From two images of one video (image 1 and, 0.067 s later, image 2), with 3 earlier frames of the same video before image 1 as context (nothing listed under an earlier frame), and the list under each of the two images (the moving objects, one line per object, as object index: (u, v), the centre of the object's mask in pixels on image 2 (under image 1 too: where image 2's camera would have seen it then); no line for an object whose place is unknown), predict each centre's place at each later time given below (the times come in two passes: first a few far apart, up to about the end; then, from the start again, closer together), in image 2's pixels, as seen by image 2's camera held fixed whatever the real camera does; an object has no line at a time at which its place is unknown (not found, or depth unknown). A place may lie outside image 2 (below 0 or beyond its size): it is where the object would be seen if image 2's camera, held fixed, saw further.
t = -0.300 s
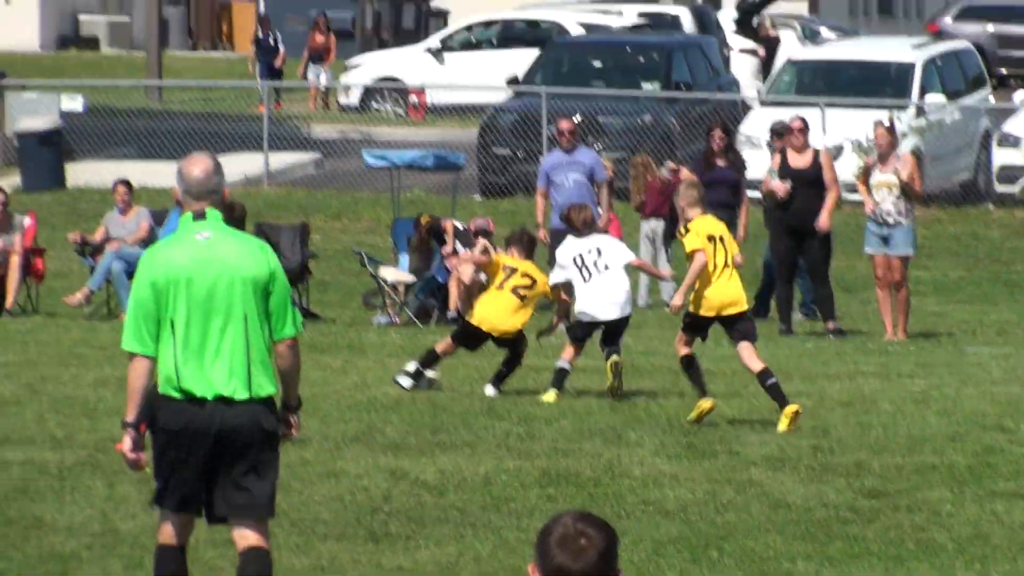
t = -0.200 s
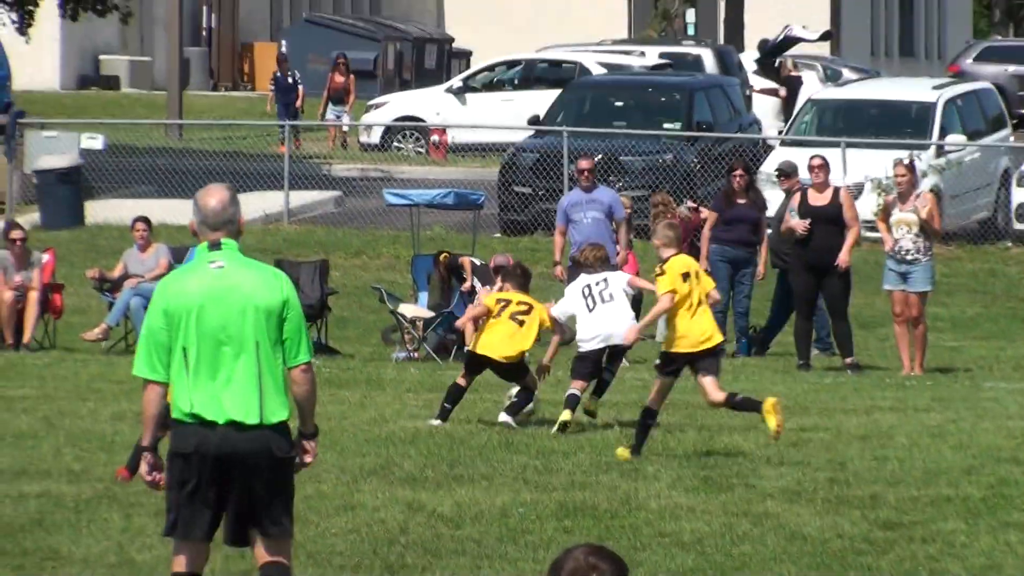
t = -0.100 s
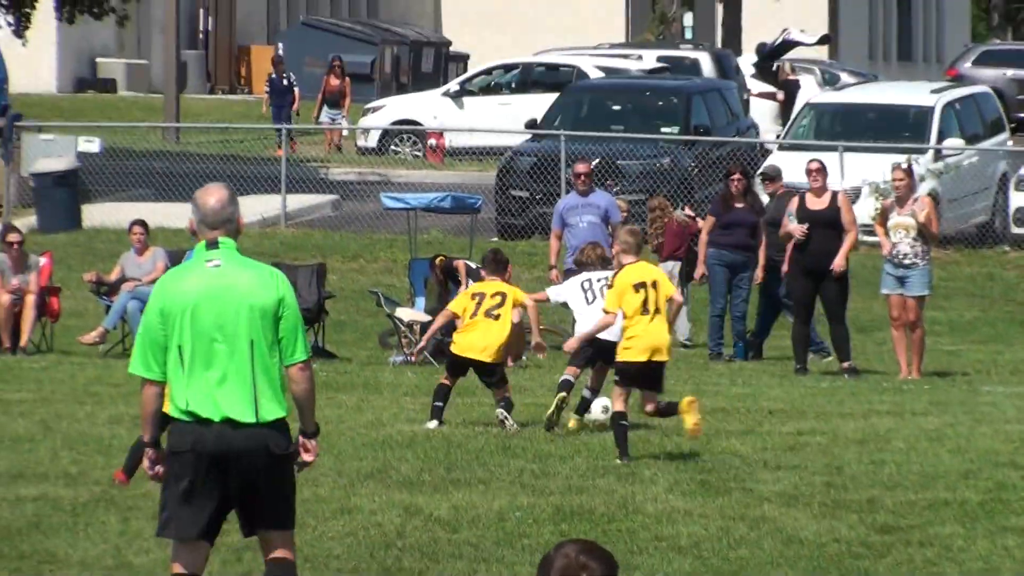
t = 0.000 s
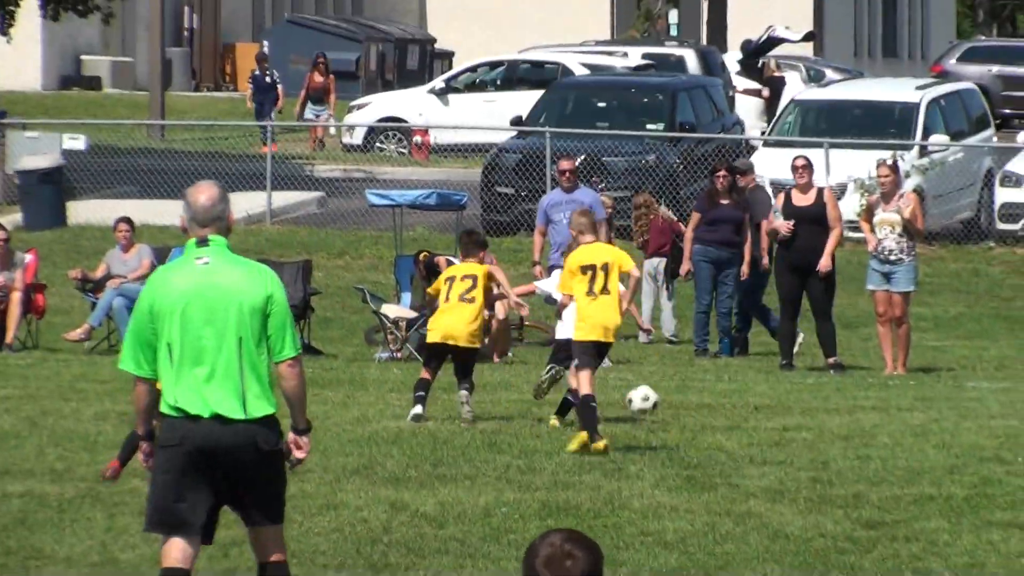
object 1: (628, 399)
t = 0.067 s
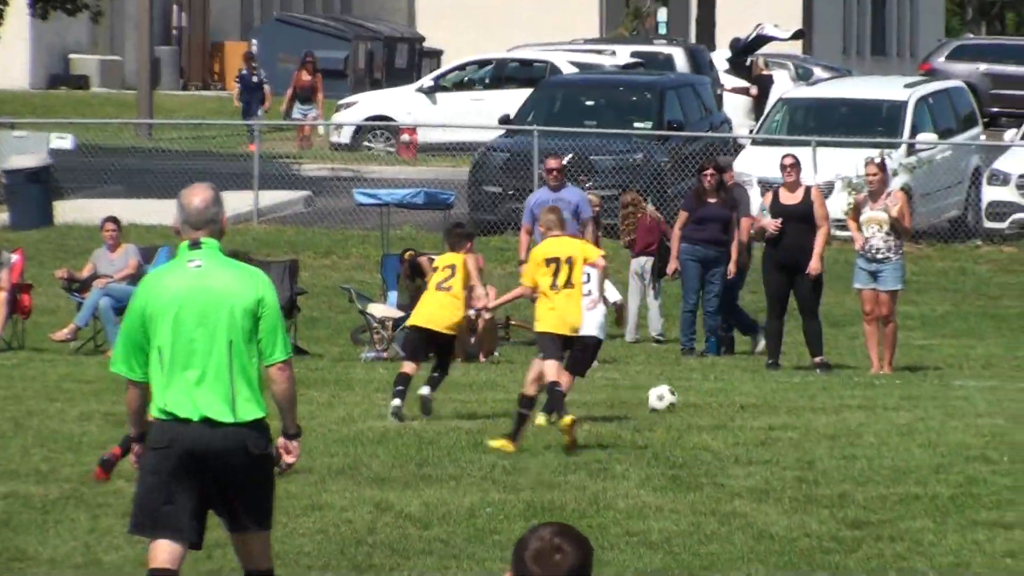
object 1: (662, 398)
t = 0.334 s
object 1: (761, 392)
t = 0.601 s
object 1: (842, 389)
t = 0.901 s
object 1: (917, 383)
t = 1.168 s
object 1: (970, 378)
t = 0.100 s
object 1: (678, 399)
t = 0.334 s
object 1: (761, 392)
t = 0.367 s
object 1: (771, 393)
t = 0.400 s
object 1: (781, 393)
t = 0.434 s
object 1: (791, 389)
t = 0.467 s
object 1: (801, 387)
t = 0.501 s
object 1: (812, 387)
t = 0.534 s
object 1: (822, 387)
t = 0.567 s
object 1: (832, 388)
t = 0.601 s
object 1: (842, 389)
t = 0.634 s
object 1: (851, 388)
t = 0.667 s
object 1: (860, 386)
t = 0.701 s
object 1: (869, 385)
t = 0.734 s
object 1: (877, 384)
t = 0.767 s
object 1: (886, 385)
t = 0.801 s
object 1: (894, 386)
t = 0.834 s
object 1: (902, 387)
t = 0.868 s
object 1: (909, 384)
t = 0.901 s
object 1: (917, 383)
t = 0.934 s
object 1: (924, 381)
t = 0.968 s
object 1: (930, 381)
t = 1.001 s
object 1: (937, 382)
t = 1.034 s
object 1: (943, 383)
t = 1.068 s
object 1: (951, 382)
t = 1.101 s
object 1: (958, 380)
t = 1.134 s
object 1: (964, 379)
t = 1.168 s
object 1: (970, 378)
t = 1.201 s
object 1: (977, 378)
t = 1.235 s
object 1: (983, 378)
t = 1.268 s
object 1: (989, 379)
